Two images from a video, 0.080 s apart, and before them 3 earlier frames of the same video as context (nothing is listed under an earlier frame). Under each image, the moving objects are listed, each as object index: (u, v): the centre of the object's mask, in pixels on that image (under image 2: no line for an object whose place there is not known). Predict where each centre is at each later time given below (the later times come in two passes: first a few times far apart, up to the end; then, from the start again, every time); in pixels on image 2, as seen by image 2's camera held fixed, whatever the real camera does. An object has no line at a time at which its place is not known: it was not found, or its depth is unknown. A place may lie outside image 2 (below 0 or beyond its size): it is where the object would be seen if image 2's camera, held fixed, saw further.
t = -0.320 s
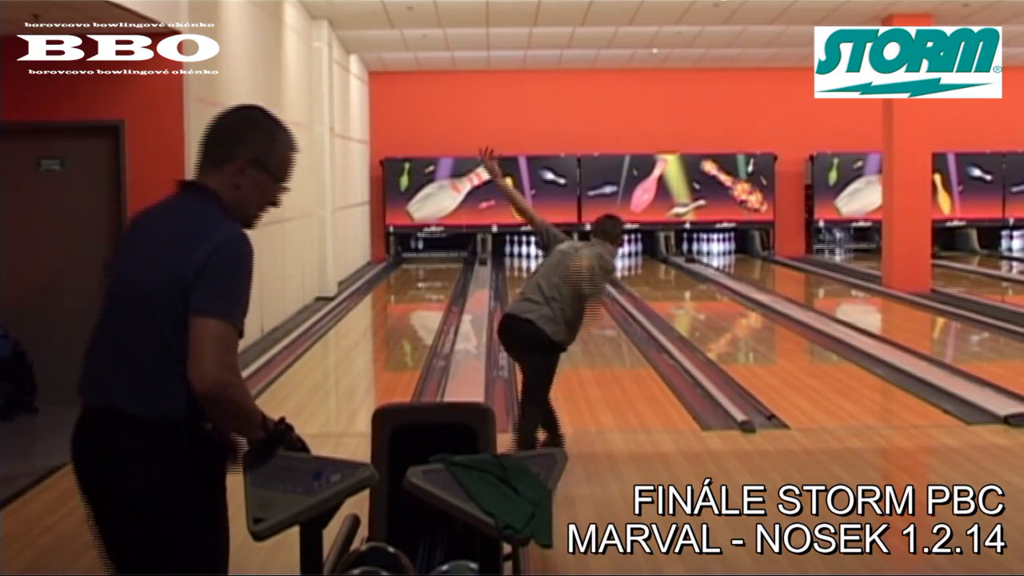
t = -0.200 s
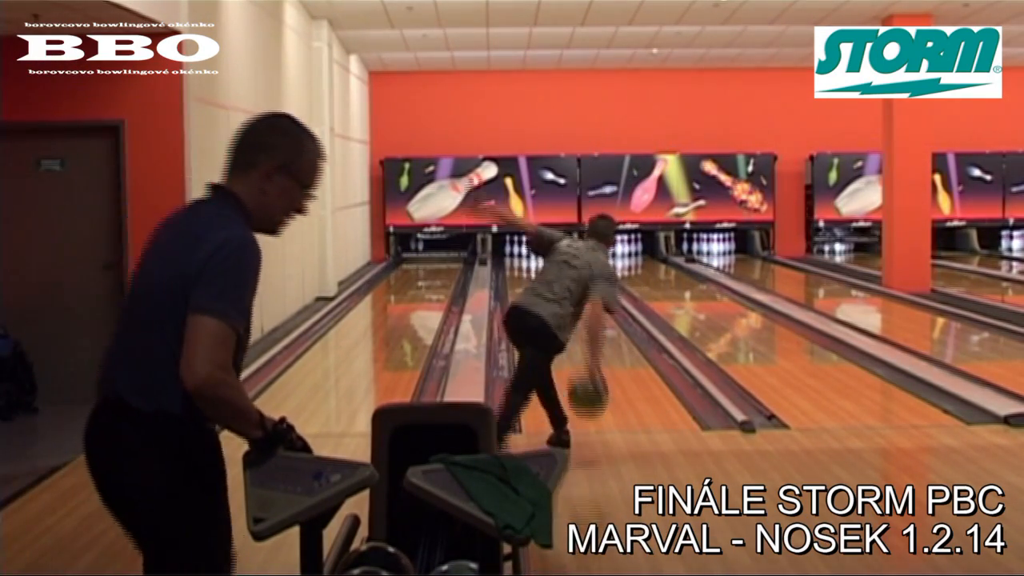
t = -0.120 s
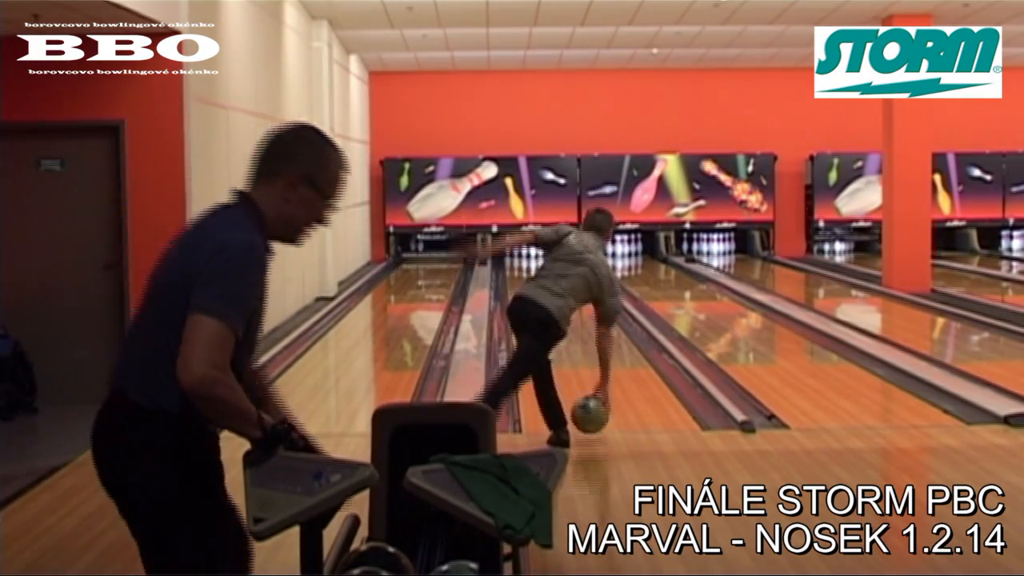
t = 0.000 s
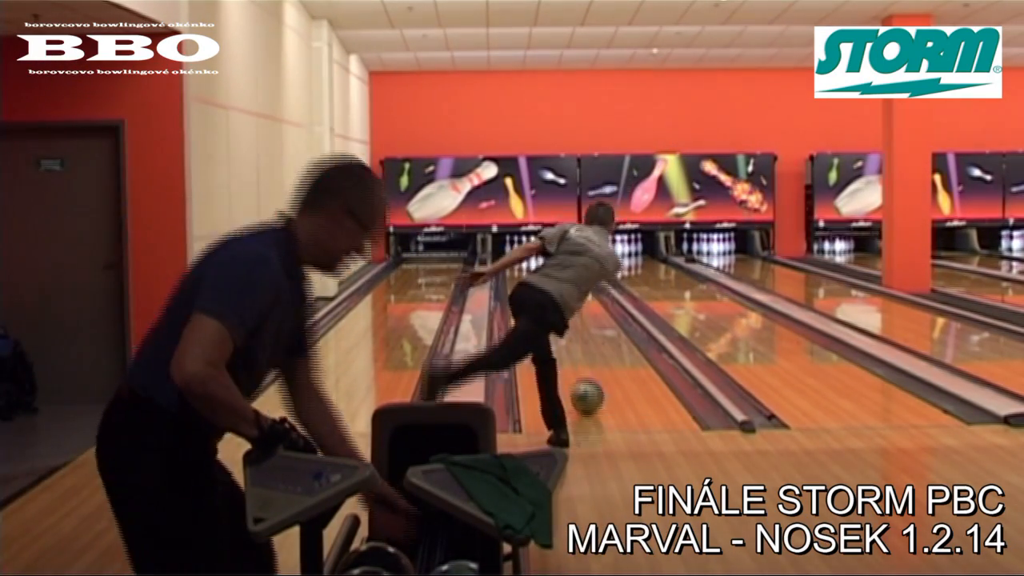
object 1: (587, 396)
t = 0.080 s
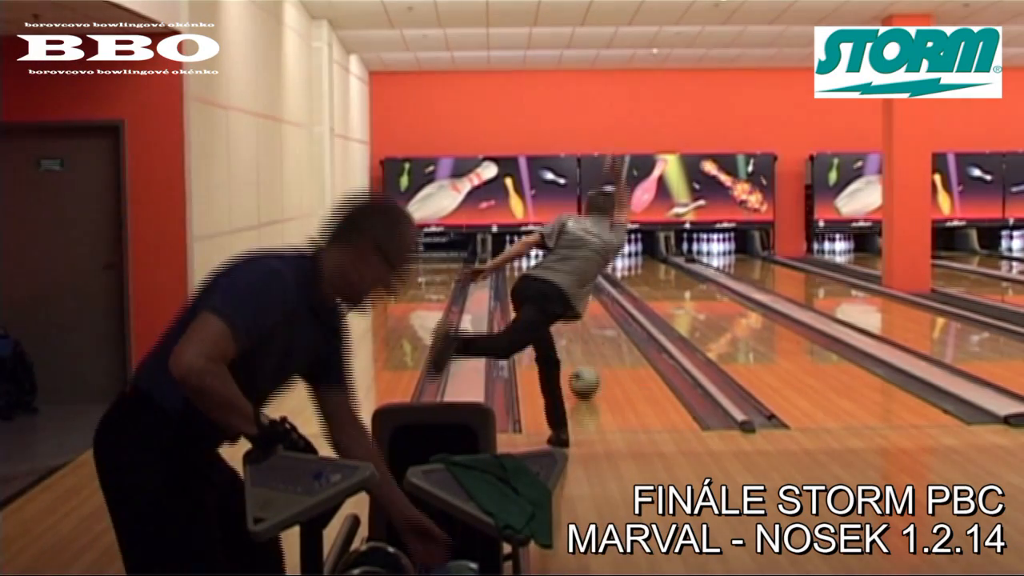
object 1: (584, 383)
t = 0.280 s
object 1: (580, 353)
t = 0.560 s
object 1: (574, 324)
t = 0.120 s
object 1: (584, 376)
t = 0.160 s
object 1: (583, 370)
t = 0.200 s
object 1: (582, 364)
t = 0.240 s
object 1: (580, 358)
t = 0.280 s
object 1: (580, 353)
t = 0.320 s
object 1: (579, 348)
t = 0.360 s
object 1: (578, 344)
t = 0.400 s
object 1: (577, 339)
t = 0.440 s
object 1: (577, 335)
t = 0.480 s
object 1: (576, 332)
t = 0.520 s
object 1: (575, 329)
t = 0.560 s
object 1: (574, 324)
